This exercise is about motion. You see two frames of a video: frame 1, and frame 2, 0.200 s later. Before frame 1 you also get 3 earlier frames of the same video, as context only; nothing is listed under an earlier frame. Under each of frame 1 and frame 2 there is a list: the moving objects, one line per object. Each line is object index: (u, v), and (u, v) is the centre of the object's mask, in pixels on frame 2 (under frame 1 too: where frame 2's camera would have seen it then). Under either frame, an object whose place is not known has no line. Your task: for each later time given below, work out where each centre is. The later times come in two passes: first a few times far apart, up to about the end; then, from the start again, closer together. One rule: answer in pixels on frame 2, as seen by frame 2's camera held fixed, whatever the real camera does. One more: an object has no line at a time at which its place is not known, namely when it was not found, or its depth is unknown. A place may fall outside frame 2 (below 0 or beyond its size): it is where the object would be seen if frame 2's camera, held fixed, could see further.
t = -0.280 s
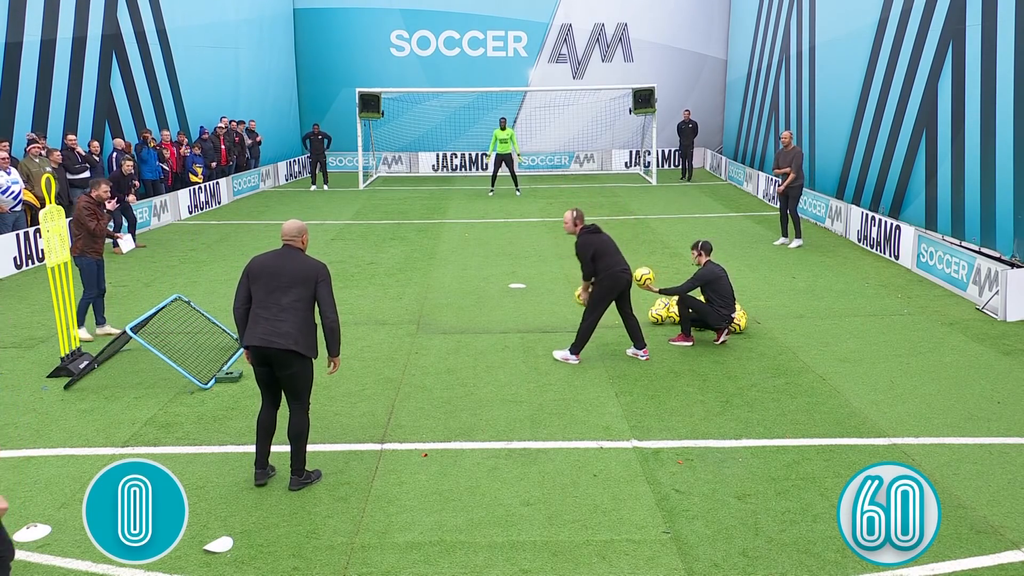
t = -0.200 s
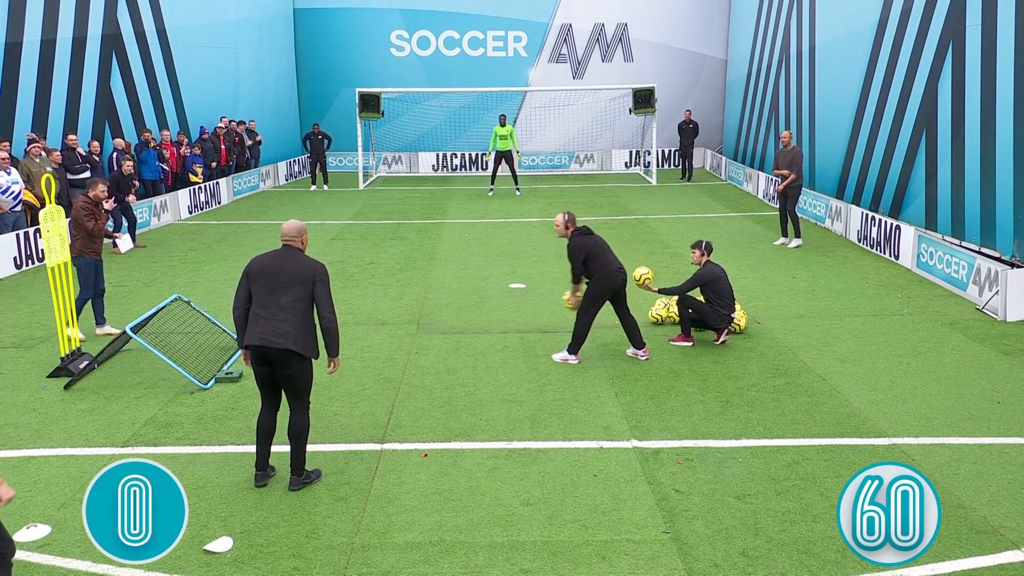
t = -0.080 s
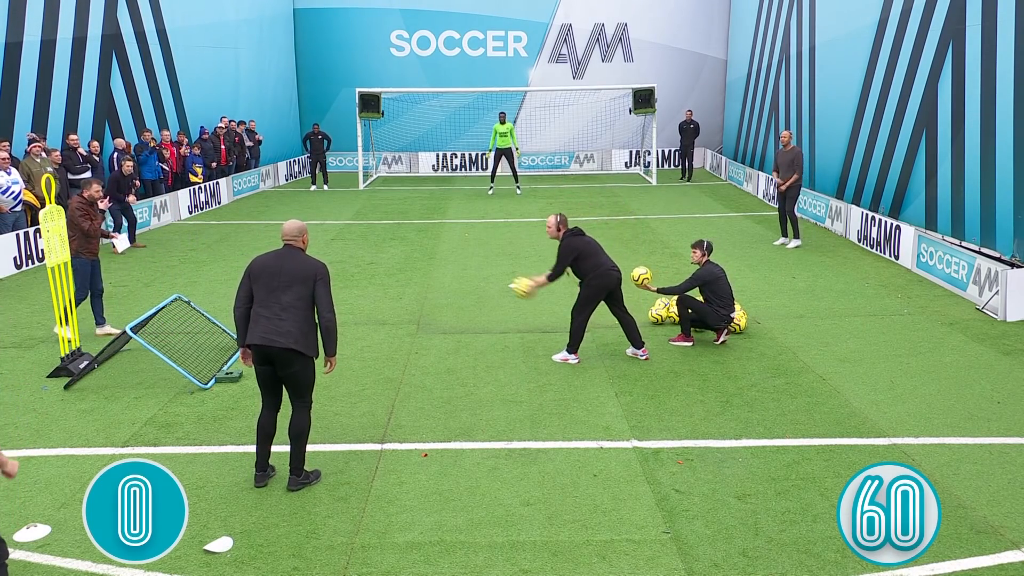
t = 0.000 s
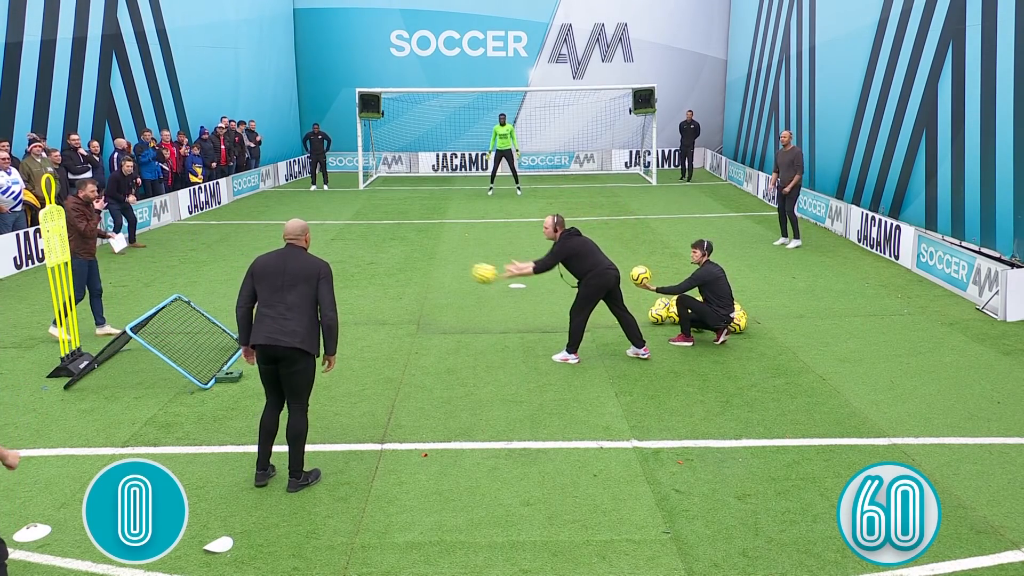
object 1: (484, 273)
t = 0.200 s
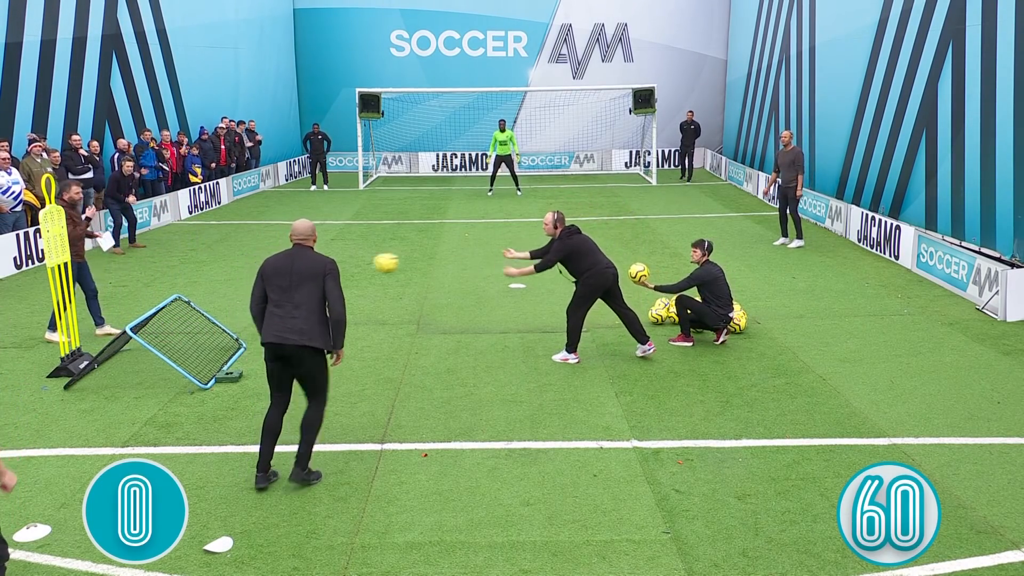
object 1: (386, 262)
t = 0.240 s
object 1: (366, 265)
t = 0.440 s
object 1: (270, 300)
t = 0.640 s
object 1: (228, 318)
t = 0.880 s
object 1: (292, 250)
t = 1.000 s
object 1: (325, 235)
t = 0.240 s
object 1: (366, 265)
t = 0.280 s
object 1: (350, 269)
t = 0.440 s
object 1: (270, 300)
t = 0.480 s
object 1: (254, 312)
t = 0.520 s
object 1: (237, 324)
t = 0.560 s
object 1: (218, 339)
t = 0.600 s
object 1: (217, 335)
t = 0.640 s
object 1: (228, 318)
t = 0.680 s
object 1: (238, 304)
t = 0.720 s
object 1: (248, 290)
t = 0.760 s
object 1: (259, 278)
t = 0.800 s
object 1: (270, 267)
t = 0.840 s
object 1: (281, 258)
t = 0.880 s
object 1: (292, 250)
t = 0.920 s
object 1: (303, 244)
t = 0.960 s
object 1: (314, 239)
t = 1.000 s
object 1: (325, 235)
